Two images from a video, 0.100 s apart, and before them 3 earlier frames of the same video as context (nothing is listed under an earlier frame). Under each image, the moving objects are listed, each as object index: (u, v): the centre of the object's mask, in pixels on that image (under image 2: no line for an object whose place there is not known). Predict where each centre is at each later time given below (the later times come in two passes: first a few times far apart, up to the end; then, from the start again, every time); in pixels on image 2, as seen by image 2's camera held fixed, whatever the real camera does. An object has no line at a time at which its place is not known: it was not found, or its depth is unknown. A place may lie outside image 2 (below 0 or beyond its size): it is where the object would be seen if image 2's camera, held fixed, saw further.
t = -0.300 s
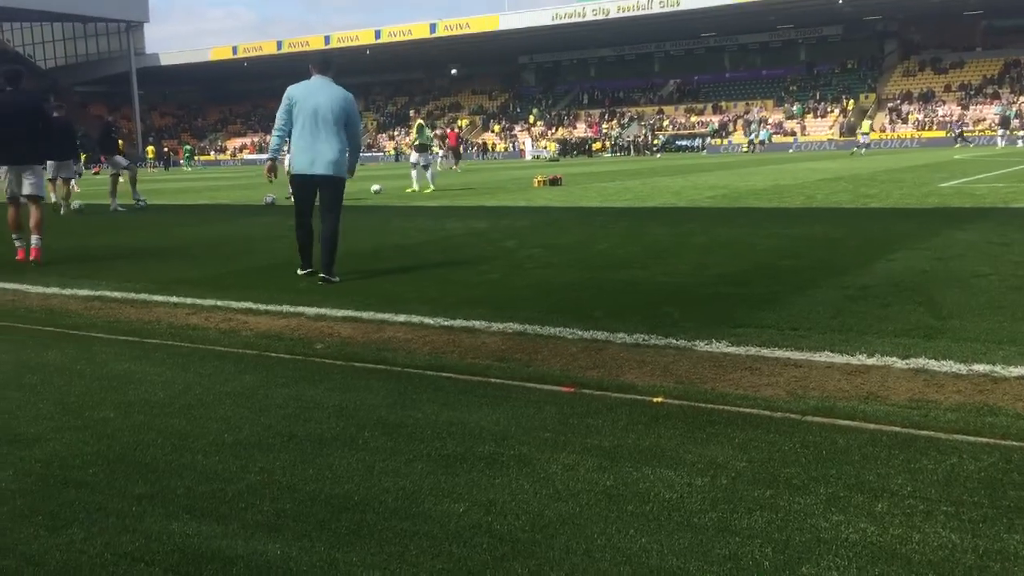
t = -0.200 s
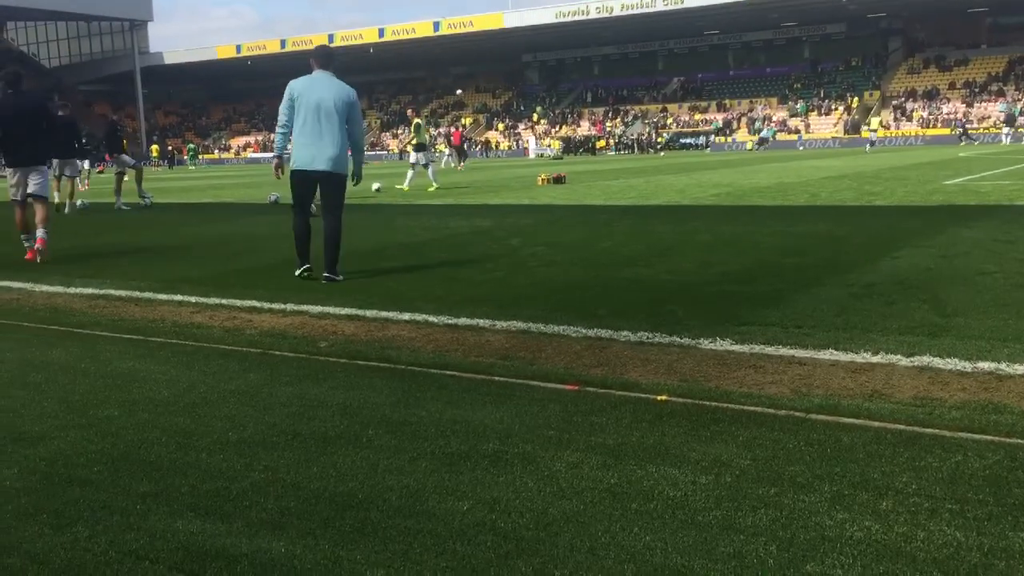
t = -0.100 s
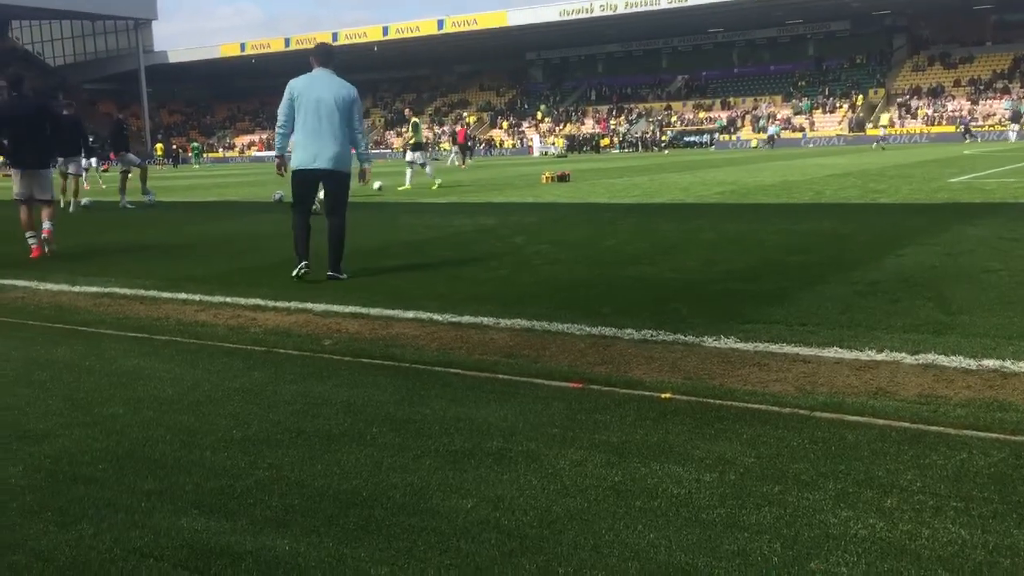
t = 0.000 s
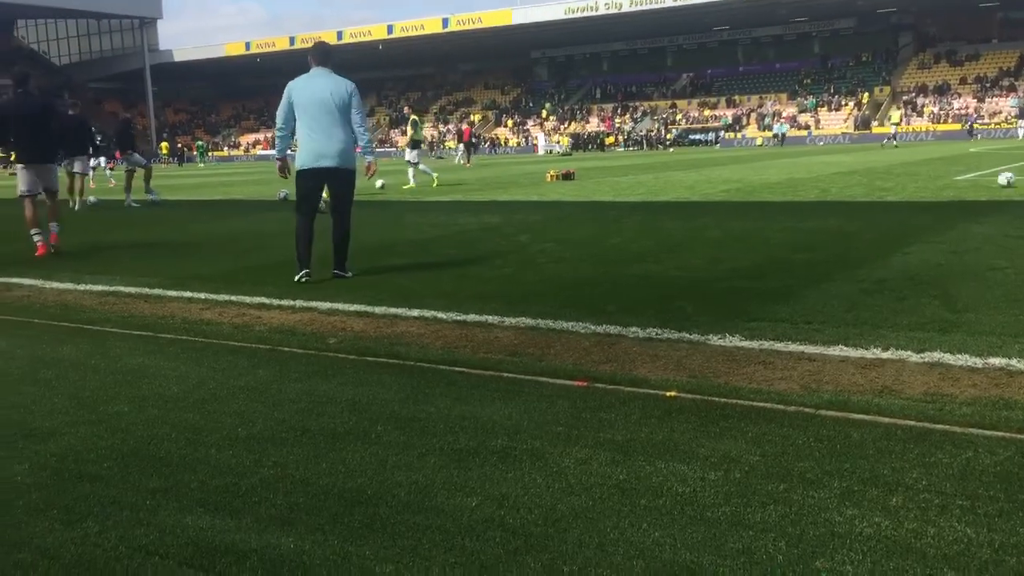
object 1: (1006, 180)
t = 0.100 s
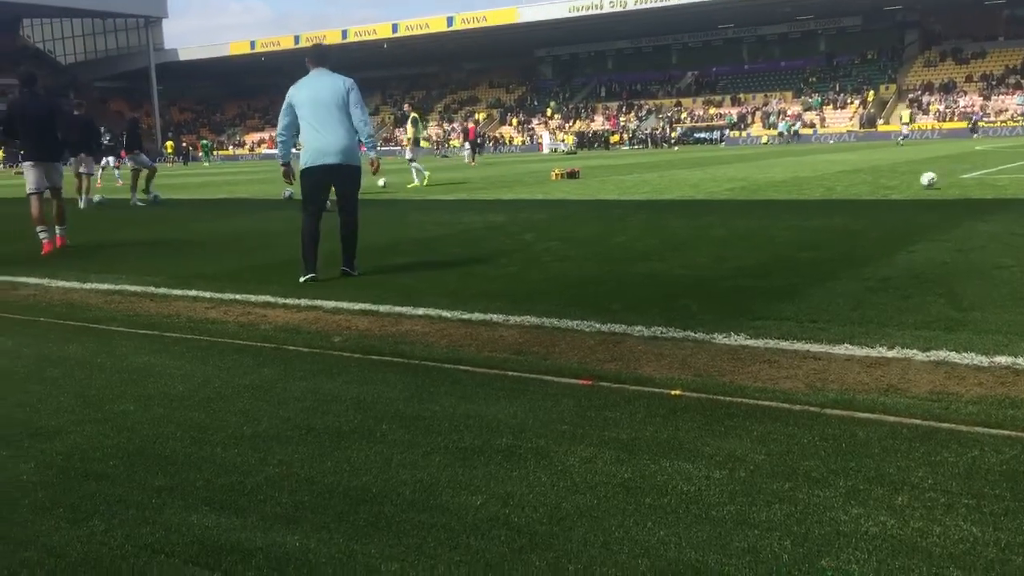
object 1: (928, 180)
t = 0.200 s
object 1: (849, 186)
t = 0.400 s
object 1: (710, 192)
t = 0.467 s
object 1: (669, 193)
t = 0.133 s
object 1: (902, 182)
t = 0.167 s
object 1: (874, 185)
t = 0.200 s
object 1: (849, 186)
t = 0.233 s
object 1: (825, 187)
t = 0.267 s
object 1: (800, 187)
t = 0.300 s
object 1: (777, 188)
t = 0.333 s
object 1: (754, 190)
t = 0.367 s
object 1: (731, 192)
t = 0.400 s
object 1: (710, 192)
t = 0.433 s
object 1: (690, 193)
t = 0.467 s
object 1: (669, 193)
